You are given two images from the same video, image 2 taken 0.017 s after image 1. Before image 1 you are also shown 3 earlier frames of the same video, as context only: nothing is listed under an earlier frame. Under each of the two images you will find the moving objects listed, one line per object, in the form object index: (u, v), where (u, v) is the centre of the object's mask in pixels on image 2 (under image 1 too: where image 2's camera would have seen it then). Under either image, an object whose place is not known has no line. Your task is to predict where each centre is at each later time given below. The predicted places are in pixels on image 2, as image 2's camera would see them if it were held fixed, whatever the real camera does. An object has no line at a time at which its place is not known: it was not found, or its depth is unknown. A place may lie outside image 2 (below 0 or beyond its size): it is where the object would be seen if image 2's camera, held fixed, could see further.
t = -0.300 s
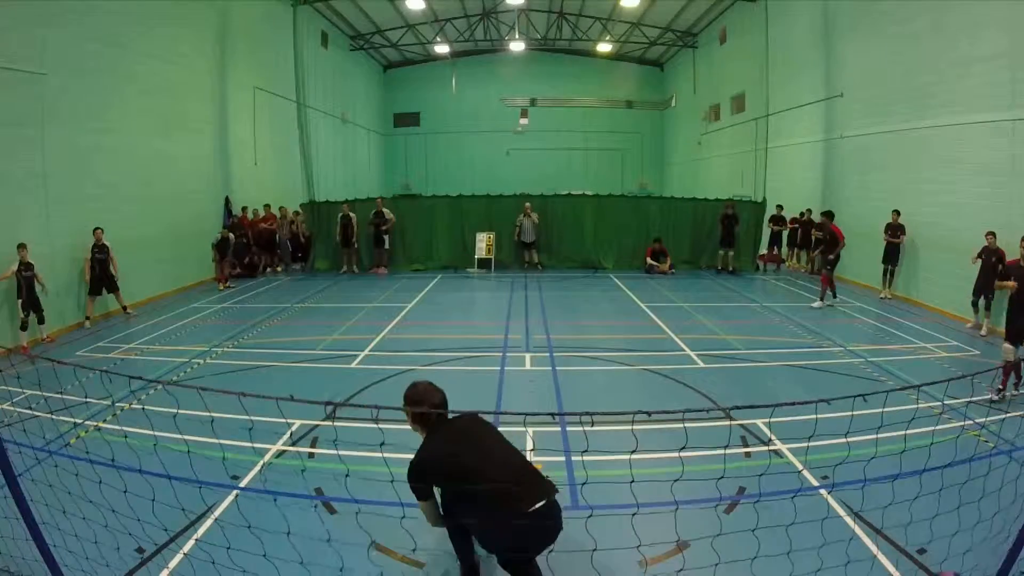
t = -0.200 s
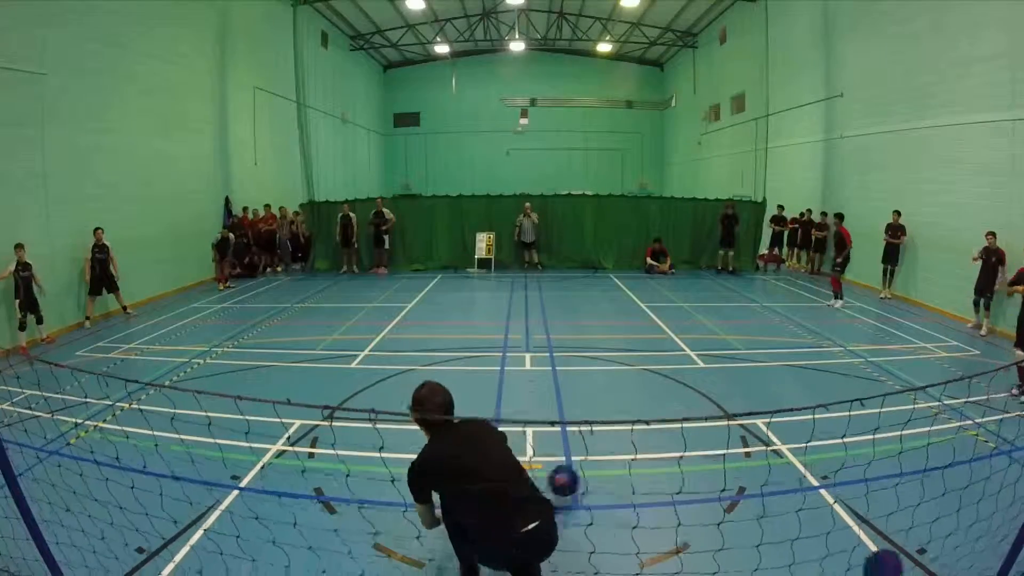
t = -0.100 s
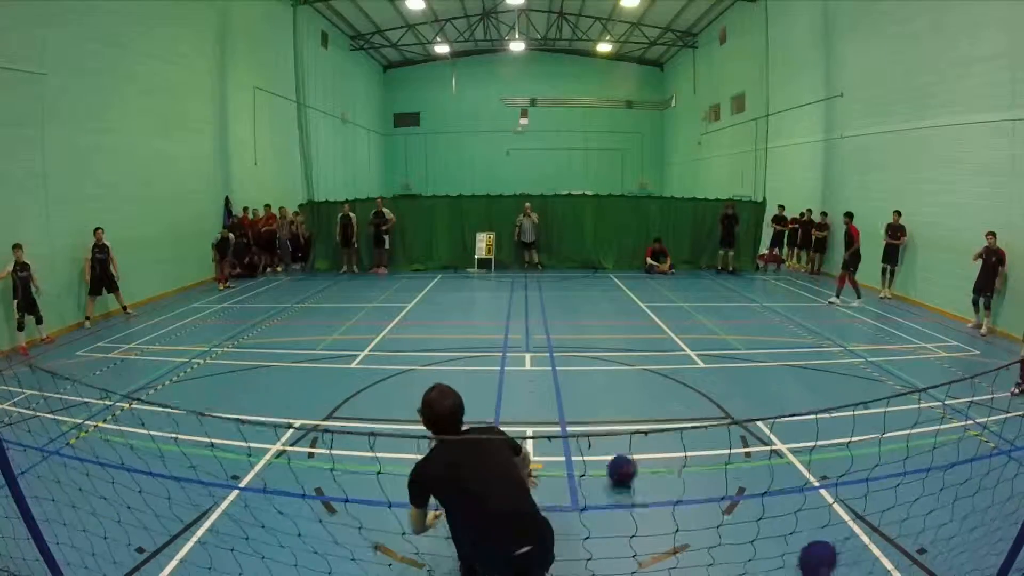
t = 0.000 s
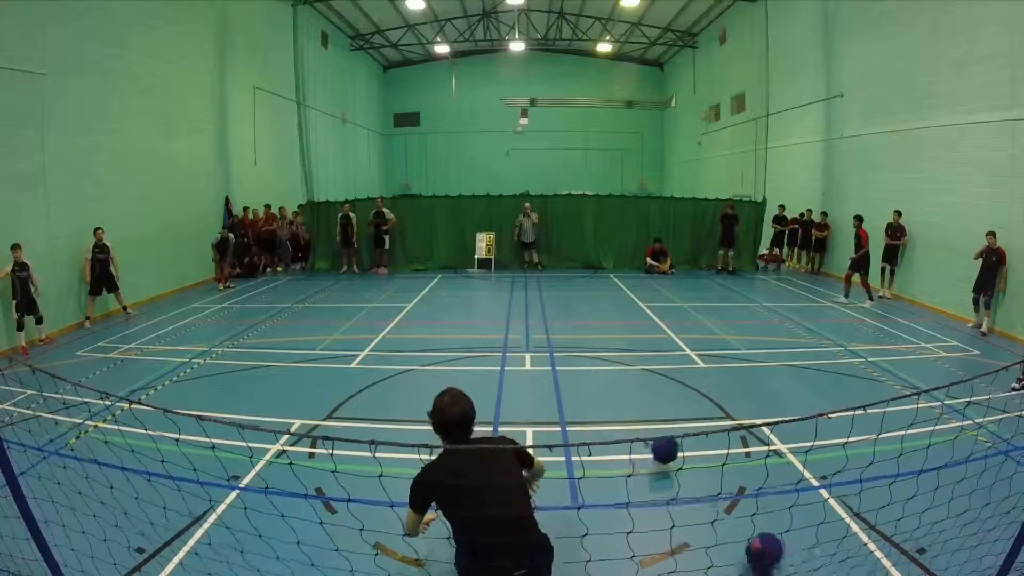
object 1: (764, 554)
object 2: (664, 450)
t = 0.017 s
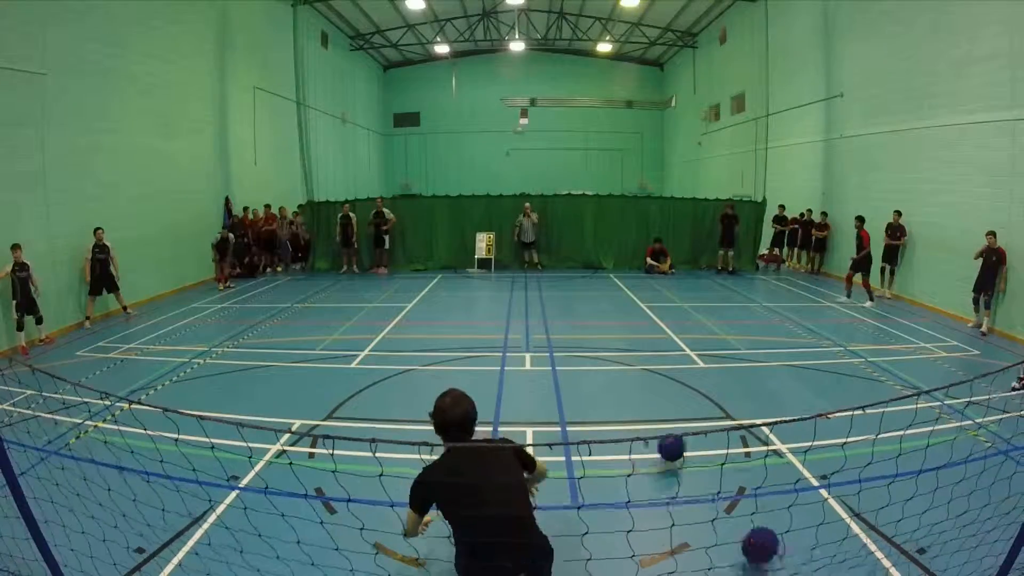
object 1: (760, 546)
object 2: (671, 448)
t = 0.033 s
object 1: (755, 539)
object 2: (677, 446)
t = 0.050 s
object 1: (750, 534)
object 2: (683, 445)
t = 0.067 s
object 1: (746, 529)
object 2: (689, 444)
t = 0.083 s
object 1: (742, 525)
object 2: (695, 443)
